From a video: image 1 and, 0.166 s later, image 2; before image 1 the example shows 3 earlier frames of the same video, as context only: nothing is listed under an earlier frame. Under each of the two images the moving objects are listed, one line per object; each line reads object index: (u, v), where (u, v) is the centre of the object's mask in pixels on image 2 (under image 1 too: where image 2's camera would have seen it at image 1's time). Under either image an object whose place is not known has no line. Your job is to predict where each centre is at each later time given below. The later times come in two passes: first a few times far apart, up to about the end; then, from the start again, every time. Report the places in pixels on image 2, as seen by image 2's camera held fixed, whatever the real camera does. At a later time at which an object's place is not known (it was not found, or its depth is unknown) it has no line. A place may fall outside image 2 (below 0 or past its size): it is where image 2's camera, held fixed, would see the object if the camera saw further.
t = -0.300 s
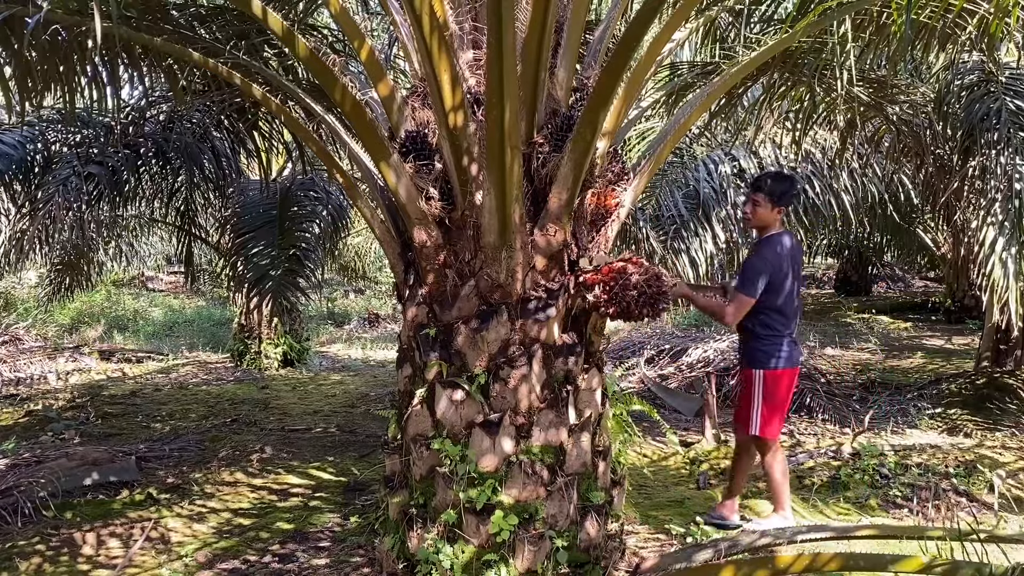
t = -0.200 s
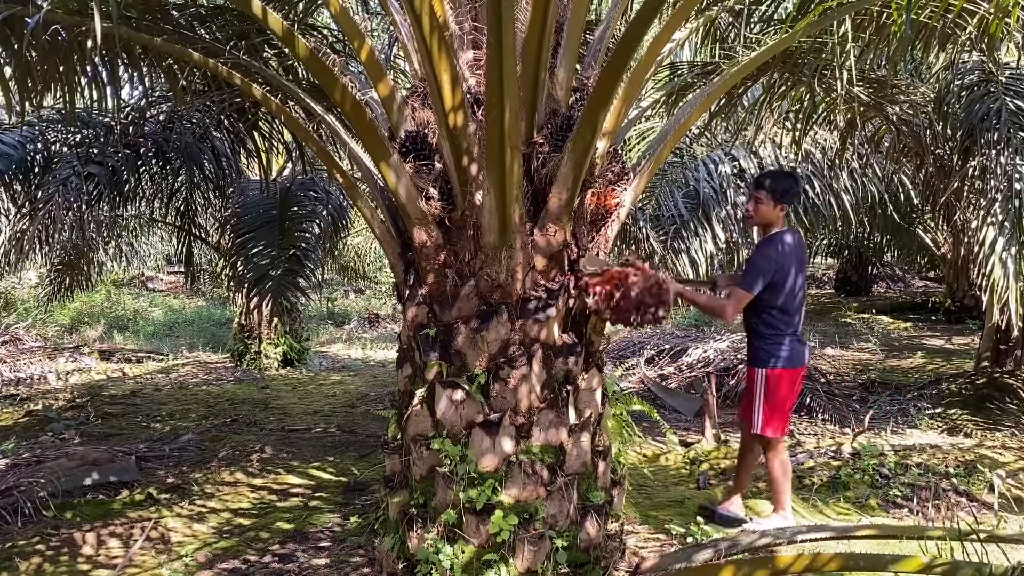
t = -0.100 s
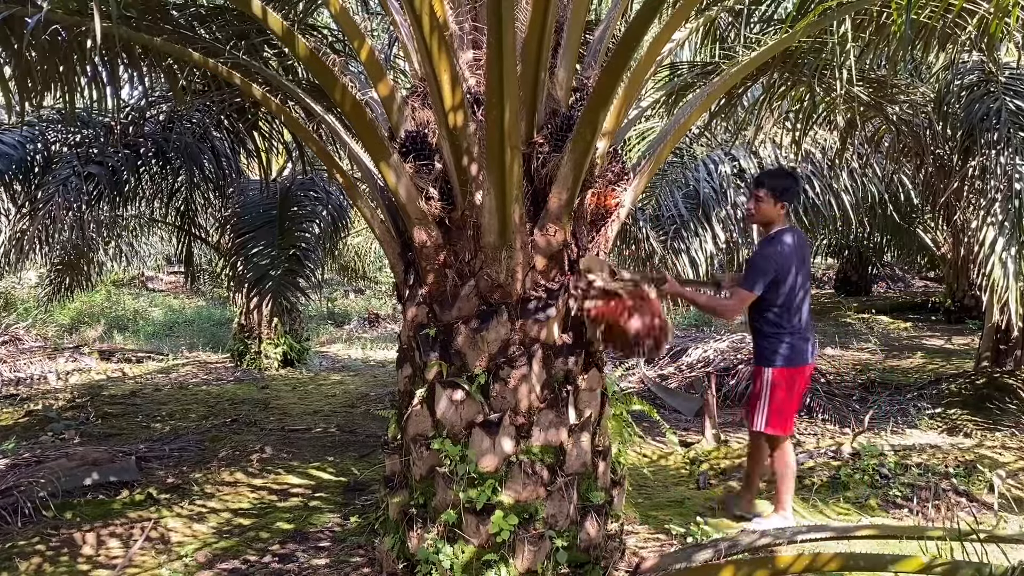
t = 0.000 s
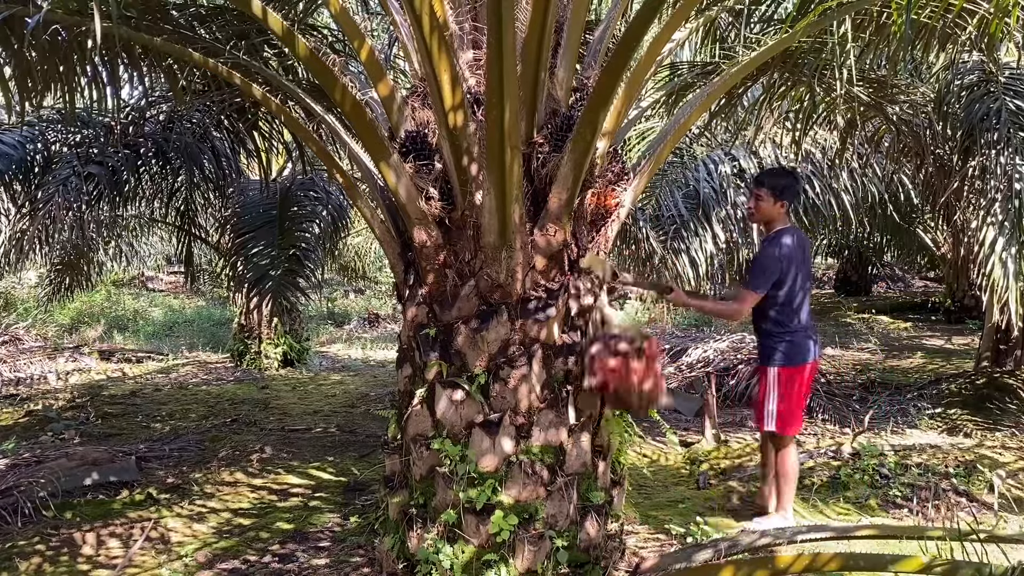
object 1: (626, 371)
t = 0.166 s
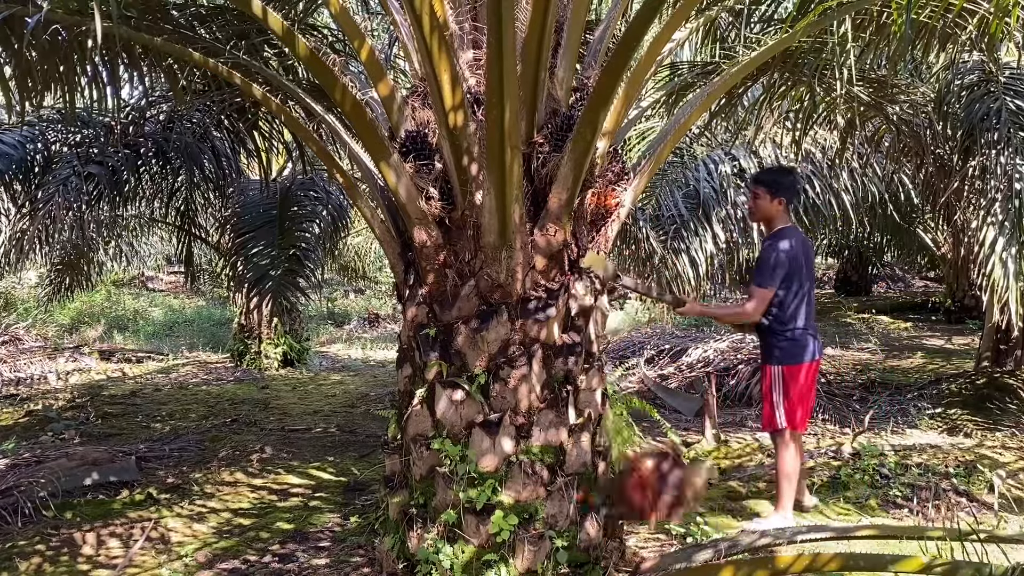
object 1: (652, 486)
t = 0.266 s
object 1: (671, 541)
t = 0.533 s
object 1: (657, 555)
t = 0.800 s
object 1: (653, 554)
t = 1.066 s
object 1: (655, 555)
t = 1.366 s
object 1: (654, 554)
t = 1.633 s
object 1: (655, 555)
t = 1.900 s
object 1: (655, 555)
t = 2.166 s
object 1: (655, 555)
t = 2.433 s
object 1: (655, 555)
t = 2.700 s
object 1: (655, 555)
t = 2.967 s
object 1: (655, 554)
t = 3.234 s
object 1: (655, 554)
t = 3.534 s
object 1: (655, 554)
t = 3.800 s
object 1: (655, 554)
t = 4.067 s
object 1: (655, 554)
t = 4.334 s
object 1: (655, 554)
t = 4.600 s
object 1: (655, 554)
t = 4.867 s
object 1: (655, 554)
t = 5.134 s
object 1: (654, 555)
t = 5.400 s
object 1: (654, 555)
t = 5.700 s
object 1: (654, 555)
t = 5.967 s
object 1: (654, 554)
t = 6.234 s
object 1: (655, 554)
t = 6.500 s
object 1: (655, 554)
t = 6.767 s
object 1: (656, 554)
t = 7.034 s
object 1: (656, 554)
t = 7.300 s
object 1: (655, 554)
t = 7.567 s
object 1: (656, 553)
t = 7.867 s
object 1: (656, 553)
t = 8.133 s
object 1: (656, 554)
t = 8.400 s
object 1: (655, 554)
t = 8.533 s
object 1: (655, 554)
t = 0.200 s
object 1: (664, 514)
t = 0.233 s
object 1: (672, 530)
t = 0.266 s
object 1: (671, 541)
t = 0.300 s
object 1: (668, 546)
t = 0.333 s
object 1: (667, 552)
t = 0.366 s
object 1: (671, 556)
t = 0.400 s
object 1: (674, 558)
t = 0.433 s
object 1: (665, 558)
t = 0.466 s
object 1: (672, 556)
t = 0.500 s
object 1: (662, 555)
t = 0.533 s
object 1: (657, 555)
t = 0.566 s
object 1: (654, 554)
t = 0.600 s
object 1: (652, 554)
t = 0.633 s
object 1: (652, 553)
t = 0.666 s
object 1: (652, 553)
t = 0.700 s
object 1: (651, 553)
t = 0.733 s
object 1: (651, 553)
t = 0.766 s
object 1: (652, 553)
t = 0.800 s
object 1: (653, 554)
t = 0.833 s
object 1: (653, 554)
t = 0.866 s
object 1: (653, 554)
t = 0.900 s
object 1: (654, 555)
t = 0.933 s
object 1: (654, 555)
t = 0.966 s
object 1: (655, 555)
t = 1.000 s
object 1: (655, 555)
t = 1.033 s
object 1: (655, 555)
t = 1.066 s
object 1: (655, 555)
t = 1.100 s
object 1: (654, 554)
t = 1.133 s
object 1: (654, 554)
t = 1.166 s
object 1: (654, 554)
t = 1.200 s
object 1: (654, 554)
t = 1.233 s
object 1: (654, 554)
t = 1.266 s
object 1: (654, 554)
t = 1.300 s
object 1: (654, 554)
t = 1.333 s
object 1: (654, 554)
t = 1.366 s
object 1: (654, 554)
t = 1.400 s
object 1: (654, 554)
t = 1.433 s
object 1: (654, 555)
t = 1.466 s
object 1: (655, 555)
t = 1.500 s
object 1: (654, 555)
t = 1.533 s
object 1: (655, 555)
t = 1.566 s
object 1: (655, 555)
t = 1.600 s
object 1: (655, 555)
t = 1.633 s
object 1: (655, 555)
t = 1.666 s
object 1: (655, 555)
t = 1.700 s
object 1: (655, 555)
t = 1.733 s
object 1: (655, 555)
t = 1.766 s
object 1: (655, 555)
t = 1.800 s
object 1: (655, 555)
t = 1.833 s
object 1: (655, 555)
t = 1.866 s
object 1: (655, 555)
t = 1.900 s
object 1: (655, 555)
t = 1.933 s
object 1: (655, 555)
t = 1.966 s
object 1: (655, 555)
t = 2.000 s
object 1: (655, 555)
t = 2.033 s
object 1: (655, 555)
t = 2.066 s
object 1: (655, 555)
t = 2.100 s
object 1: (655, 555)
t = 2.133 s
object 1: (655, 555)
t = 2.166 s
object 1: (655, 555)
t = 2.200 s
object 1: (655, 555)
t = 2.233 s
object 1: (655, 555)
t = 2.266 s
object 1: (655, 555)
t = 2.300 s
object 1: (655, 555)
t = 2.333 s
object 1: (655, 555)
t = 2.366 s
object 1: (655, 555)
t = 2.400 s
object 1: (655, 555)
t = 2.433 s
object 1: (655, 555)
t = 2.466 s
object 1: (655, 555)
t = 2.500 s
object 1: (655, 555)
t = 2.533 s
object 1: (655, 555)
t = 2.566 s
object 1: (655, 555)
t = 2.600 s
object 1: (655, 555)
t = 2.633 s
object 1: (655, 555)
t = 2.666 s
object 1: (655, 555)
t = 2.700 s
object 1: (655, 555)
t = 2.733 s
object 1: (655, 555)
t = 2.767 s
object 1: (655, 554)
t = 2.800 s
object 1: (655, 554)
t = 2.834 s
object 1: (655, 554)
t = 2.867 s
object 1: (655, 554)
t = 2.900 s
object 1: (655, 554)
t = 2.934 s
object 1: (655, 554)
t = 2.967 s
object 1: (655, 554)
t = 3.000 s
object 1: (655, 554)
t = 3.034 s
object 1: (655, 554)
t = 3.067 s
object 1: (655, 554)
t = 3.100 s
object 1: (655, 554)
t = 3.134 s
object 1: (655, 554)
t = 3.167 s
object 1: (655, 554)
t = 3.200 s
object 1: (655, 554)
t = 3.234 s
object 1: (655, 554)
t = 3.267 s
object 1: (655, 554)
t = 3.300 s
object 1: (655, 554)
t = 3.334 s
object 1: (655, 554)
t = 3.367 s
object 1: (655, 554)
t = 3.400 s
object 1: (655, 554)
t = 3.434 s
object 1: (655, 554)
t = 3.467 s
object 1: (655, 554)
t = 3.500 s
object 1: (655, 554)
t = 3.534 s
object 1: (655, 554)
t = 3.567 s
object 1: (655, 554)
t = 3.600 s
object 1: (655, 554)
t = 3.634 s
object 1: (655, 554)
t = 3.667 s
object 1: (655, 554)
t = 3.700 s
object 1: (655, 554)
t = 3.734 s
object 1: (655, 554)
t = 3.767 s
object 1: (655, 554)
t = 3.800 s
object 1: (655, 554)
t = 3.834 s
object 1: (655, 554)
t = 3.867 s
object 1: (655, 554)
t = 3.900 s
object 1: (655, 554)
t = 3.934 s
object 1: (655, 554)
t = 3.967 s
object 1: (655, 554)
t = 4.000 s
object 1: (655, 554)
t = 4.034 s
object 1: (655, 554)
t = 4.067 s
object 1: (655, 554)
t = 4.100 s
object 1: (655, 554)
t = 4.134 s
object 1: (655, 554)
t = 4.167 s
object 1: (655, 554)
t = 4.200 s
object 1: (655, 554)
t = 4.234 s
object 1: (655, 554)
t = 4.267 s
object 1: (655, 554)
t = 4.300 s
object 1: (655, 554)
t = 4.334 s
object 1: (655, 554)
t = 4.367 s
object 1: (655, 554)
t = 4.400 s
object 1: (655, 554)
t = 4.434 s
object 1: (655, 554)
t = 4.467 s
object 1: (655, 554)
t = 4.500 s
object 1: (655, 554)
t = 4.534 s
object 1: (655, 554)
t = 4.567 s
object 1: (655, 554)
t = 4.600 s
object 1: (655, 554)
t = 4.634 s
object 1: (655, 554)
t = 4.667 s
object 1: (655, 554)
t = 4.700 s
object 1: (655, 554)
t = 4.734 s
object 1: (655, 554)
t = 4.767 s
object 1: (655, 554)
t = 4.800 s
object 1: (655, 554)
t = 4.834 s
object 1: (655, 554)
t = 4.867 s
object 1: (655, 554)
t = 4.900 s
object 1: (655, 554)
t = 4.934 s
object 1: (654, 554)
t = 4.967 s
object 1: (654, 554)
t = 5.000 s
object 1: (654, 554)
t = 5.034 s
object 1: (654, 554)
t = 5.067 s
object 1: (654, 555)
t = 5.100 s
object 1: (654, 555)
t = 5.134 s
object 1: (654, 555)
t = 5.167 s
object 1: (654, 555)
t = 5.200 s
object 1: (654, 555)
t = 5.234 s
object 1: (654, 555)
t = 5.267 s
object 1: (654, 555)
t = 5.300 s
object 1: (654, 555)
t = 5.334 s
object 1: (654, 555)
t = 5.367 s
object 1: (654, 555)
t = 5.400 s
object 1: (654, 555)
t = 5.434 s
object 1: (654, 555)
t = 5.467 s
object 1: (654, 555)
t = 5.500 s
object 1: (654, 555)
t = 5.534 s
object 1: (654, 555)
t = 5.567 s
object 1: (654, 555)
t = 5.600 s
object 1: (654, 554)
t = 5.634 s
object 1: (654, 555)
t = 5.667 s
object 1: (654, 554)
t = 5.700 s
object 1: (654, 555)
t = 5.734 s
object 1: (654, 555)
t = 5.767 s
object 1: (654, 554)
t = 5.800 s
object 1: (654, 555)
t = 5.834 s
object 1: (654, 555)
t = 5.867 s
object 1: (654, 554)
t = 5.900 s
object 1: (654, 554)
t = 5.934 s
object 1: (654, 554)
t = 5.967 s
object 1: (654, 554)
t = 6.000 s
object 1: (655, 554)
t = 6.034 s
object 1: (655, 554)
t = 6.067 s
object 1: (655, 554)
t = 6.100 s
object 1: (655, 554)
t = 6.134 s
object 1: (656, 554)
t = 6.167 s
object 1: (656, 554)
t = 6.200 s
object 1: (656, 554)
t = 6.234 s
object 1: (655, 554)
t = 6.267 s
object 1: (655, 554)
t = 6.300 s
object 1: (656, 554)
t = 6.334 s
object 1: (655, 554)
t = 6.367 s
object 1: (655, 554)
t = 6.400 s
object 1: (655, 554)
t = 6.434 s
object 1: (655, 554)
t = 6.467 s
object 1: (655, 554)
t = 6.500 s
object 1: (655, 554)
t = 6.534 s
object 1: (655, 554)
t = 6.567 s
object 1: (655, 554)
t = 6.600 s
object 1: (655, 554)
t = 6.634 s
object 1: (655, 554)
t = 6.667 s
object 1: (655, 554)
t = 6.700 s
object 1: (655, 554)
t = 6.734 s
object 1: (656, 554)
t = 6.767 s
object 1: (656, 554)
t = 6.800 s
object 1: (655, 554)
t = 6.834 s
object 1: (655, 554)
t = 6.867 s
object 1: (655, 554)
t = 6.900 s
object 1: (655, 554)
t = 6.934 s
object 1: (655, 554)
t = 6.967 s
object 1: (655, 554)
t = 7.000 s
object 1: (656, 554)
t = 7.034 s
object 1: (656, 554)
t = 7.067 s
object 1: (656, 554)
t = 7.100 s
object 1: (656, 554)
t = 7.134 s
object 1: (656, 554)
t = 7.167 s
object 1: (655, 554)
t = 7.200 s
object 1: (655, 554)
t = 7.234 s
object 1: (655, 554)
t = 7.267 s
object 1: (655, 554)
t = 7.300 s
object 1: (655, 554)
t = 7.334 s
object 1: (655, 554)
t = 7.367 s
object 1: (655, 554)
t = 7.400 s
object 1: (655, 554)
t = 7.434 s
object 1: (655, 554)
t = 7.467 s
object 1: (655, 554)
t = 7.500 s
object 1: (656, 553)
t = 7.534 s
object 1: (656, 553)
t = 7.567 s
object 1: (656, 553)
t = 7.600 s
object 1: (656, 553)
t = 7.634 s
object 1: (656, 553)
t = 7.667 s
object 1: (656, 553)
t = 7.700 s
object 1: (656, 553)
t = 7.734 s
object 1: (656, 553)
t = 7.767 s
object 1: (656, 553)
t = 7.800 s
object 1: (656, 553)
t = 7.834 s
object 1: (656, 553)
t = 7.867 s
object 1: (656, 553)
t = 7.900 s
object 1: (656, 553)
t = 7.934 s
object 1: (656, 553)
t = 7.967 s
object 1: (656, 553)
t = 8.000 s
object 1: (656, 554)
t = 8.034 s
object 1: (656, 554)
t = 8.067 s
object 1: (656, 554)
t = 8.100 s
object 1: (656, 554)
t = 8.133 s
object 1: (656, 554)
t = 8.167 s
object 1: (656, 554)
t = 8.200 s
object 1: (656, 554)
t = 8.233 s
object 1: (656, 554)
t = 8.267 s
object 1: (655, 554)
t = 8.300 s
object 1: (655, 554)
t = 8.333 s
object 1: (655, 554)
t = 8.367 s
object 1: (656, 554)
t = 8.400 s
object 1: (655, 554)
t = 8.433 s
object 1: (655, 554)
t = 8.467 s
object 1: (655, 554)
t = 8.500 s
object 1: (655, 554)
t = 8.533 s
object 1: (655, 554)
